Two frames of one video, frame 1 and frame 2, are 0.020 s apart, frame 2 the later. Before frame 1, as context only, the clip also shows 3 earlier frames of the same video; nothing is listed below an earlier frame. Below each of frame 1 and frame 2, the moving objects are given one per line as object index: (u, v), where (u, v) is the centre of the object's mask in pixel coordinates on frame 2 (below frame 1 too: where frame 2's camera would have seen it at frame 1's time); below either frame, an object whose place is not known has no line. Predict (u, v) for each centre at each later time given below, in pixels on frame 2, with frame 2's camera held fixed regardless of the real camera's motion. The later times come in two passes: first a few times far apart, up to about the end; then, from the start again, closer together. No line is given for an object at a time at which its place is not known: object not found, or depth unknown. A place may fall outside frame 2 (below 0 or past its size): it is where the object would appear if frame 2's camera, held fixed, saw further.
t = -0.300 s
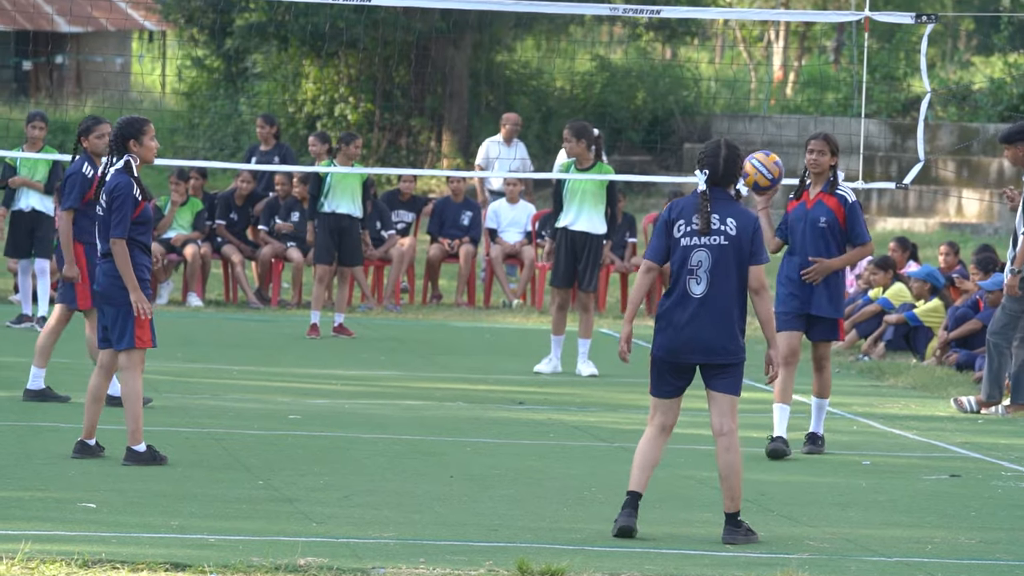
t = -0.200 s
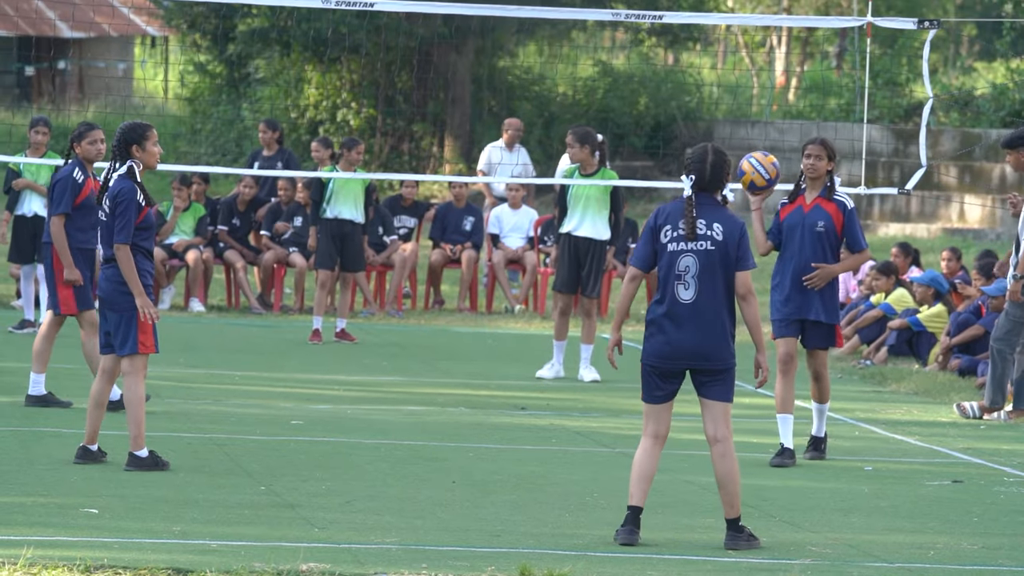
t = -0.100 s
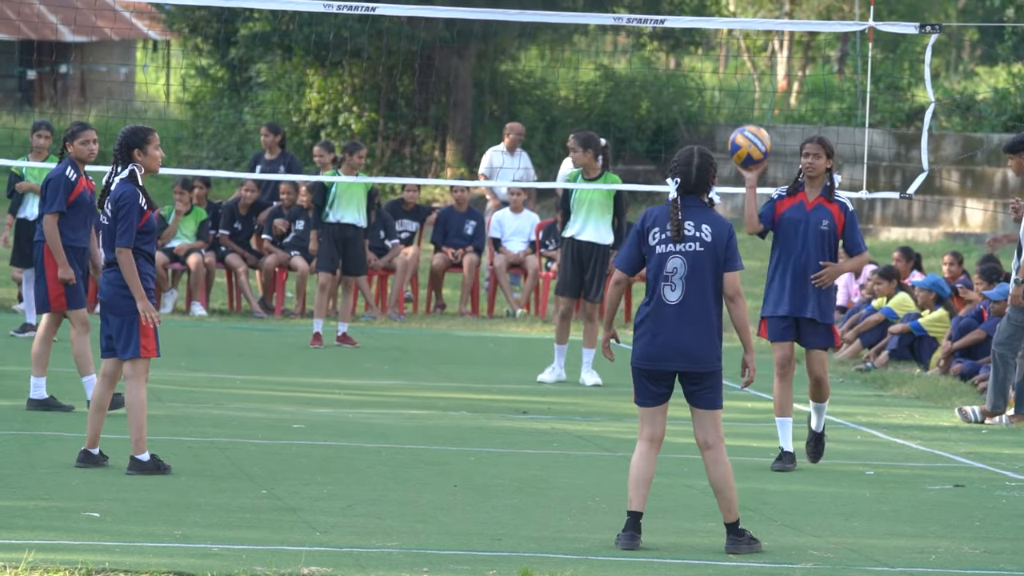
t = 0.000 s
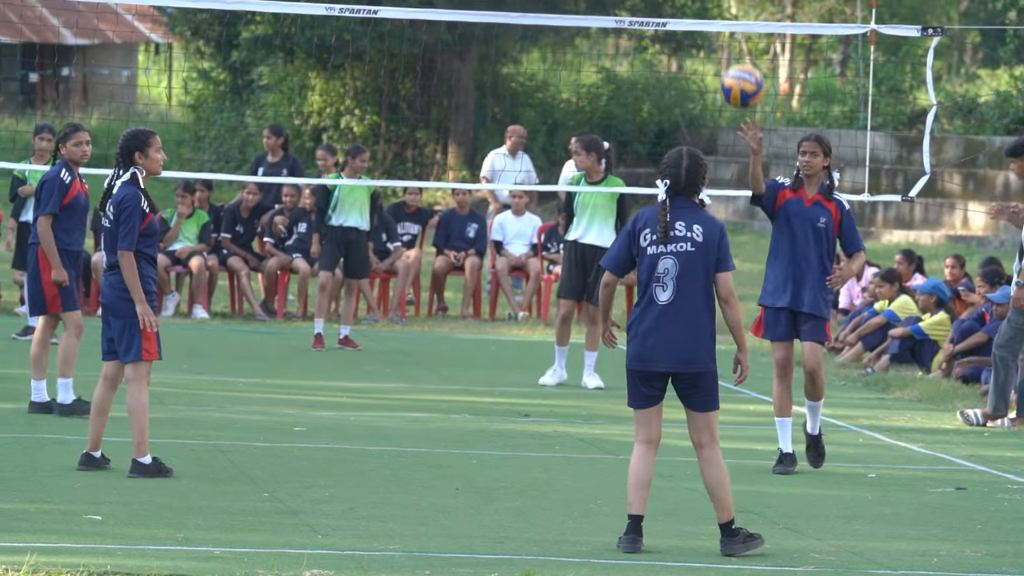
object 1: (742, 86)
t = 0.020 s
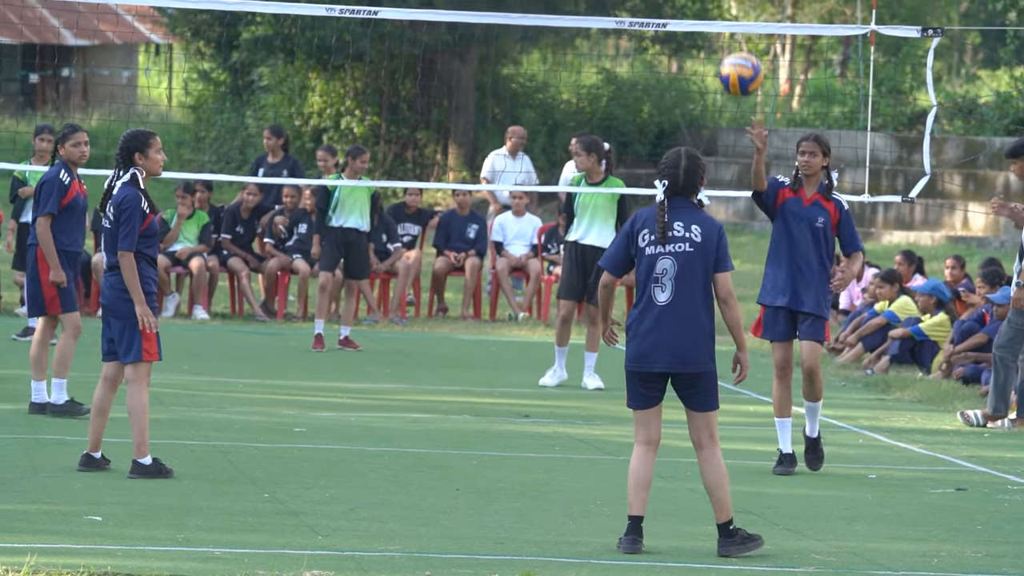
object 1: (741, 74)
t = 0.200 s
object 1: (724, 4)
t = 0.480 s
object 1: (691, 4)
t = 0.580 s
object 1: (676, 52)
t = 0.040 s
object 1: (739, 62)
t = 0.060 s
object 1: (737, 51)
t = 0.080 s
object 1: (735, 41)
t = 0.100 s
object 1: (734, 31)
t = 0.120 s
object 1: (732, 22)
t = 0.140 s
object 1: (730, 15)
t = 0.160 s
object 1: (728, 11)
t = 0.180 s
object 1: (726, 7)
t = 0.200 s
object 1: (724, 4)
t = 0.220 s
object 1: (722, 1)
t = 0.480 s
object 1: (691, 4)
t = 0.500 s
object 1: (688, 9)
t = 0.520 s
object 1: (686, 18)
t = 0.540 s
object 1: (682, 30)
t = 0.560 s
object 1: (679, 40)
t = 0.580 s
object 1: (676, 52)
